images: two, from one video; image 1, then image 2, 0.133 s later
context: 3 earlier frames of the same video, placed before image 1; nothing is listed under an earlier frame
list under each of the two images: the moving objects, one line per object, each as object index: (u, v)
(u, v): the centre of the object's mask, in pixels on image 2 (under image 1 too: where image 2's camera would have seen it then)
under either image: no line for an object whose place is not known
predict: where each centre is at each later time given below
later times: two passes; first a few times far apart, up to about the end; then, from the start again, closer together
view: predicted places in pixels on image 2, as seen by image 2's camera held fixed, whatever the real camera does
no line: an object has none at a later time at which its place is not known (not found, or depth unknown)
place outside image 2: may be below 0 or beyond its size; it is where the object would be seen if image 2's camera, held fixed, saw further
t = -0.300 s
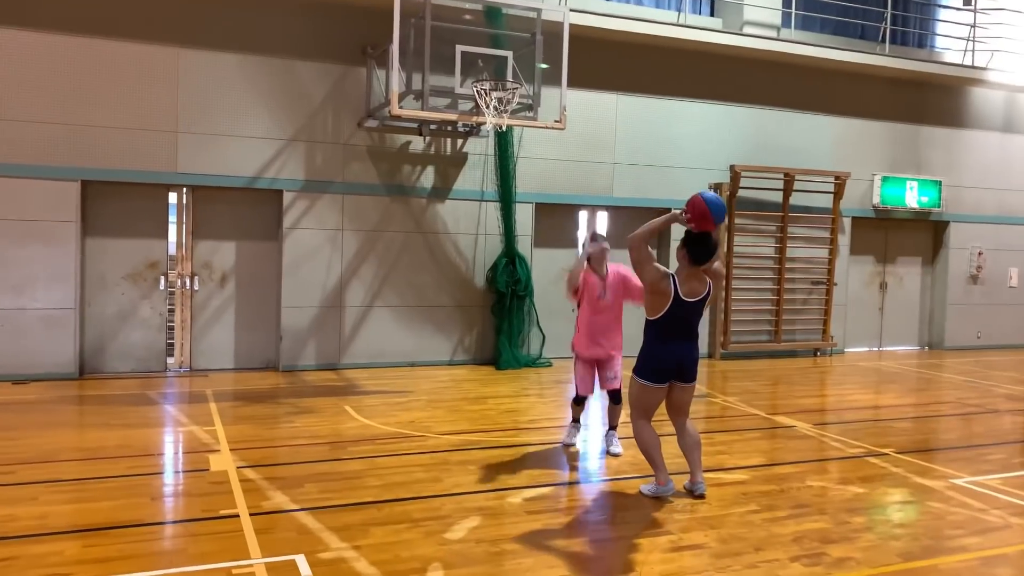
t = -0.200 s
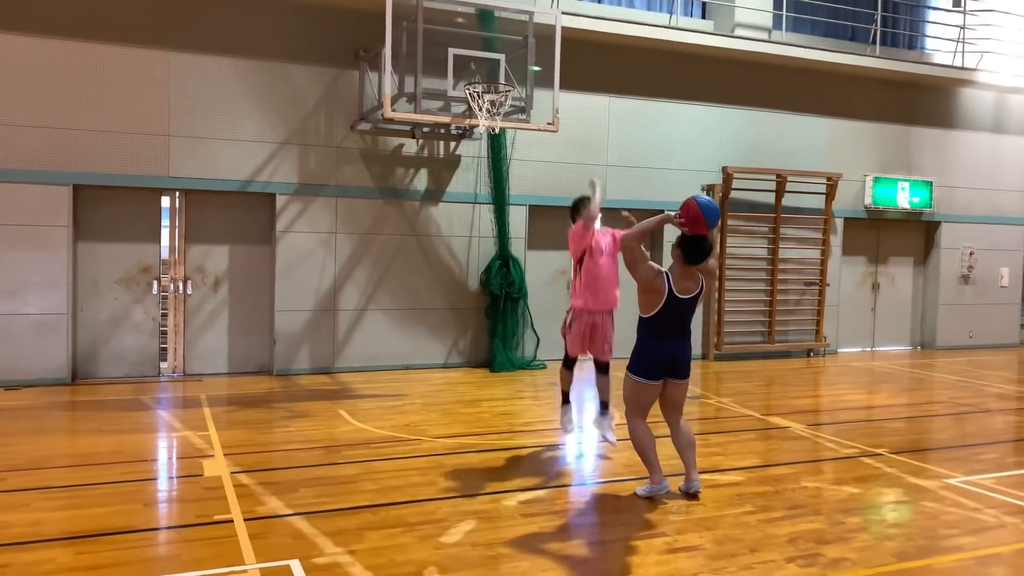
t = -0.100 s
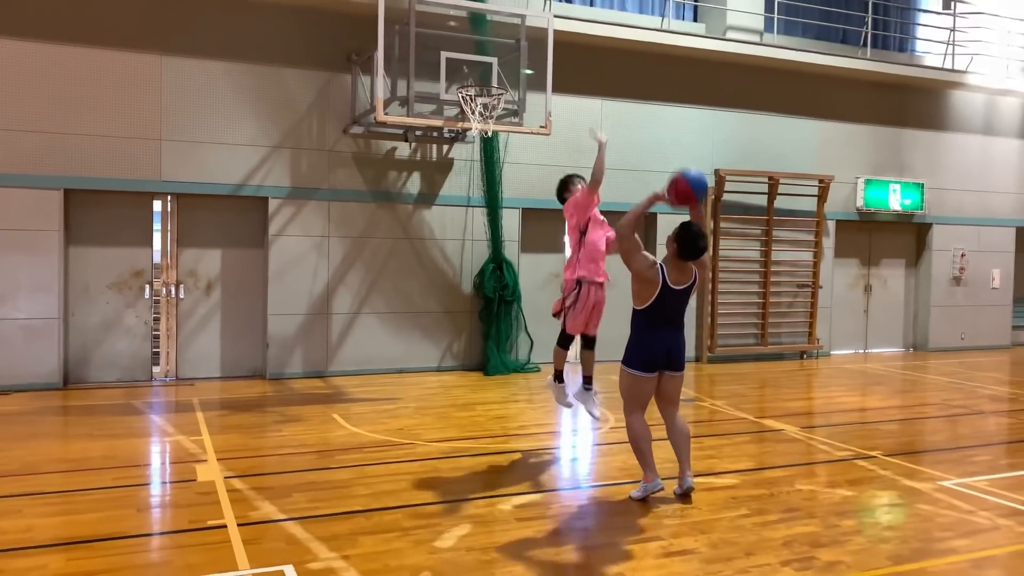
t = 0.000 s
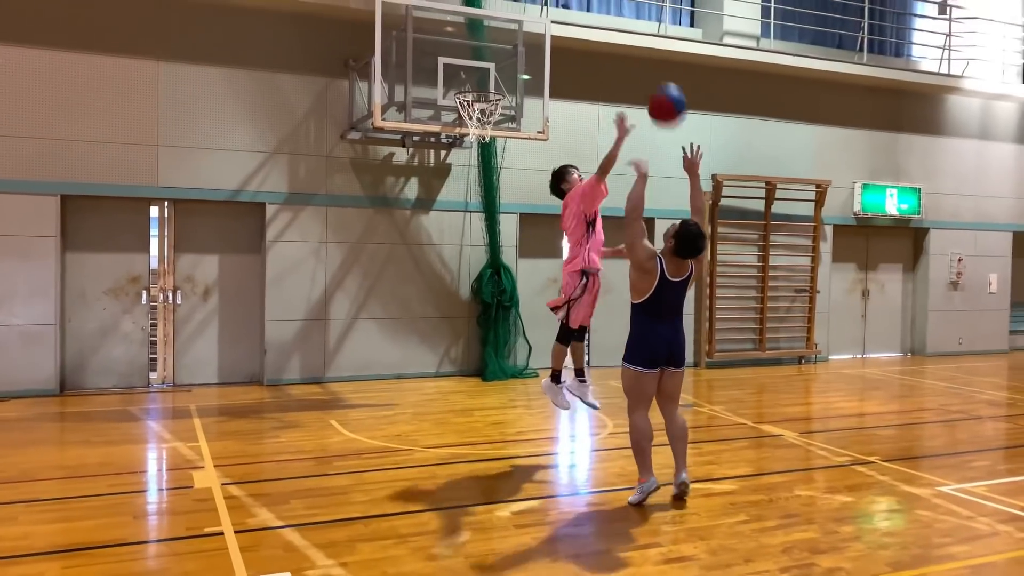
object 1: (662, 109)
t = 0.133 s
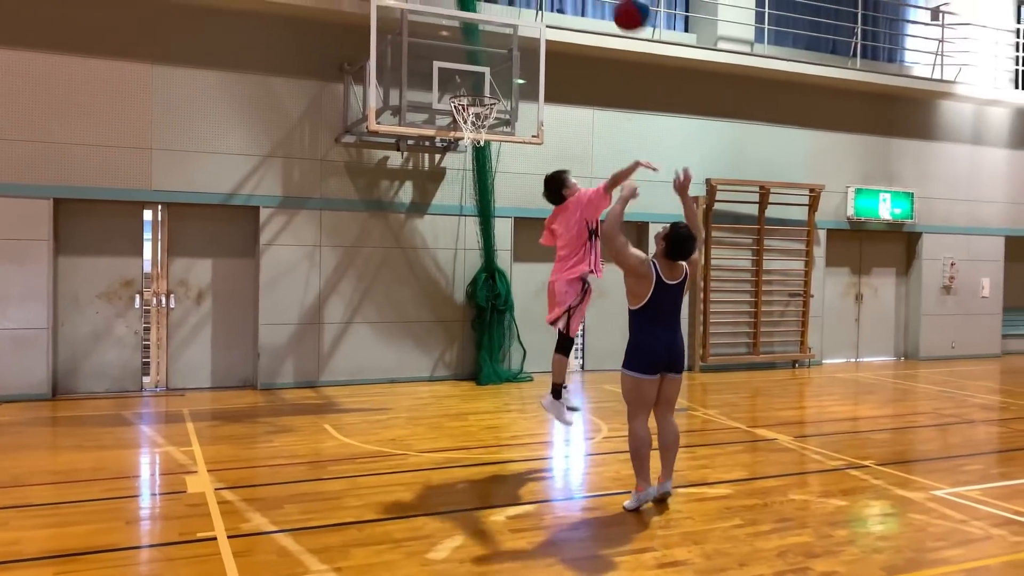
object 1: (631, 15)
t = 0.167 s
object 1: (623, 6)
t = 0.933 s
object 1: (489, 25)
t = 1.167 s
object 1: (459, 153)
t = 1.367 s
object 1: (437, 290)
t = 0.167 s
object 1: (623, 6)
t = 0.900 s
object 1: (494, 8)
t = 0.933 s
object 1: (489, 25)
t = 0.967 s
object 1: (484, 41)
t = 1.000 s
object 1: (480, 56)
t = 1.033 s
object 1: (476, 75)
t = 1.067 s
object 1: (471, 91)
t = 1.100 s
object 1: (467, 111)
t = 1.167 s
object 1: (459, 153)
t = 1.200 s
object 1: (454, 175)
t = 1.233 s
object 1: (451, 197)
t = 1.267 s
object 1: (447, 220)
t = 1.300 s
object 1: (444, 242)
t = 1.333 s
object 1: (440, 265)
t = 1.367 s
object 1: (437, 290)
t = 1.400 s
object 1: (433, 314)
